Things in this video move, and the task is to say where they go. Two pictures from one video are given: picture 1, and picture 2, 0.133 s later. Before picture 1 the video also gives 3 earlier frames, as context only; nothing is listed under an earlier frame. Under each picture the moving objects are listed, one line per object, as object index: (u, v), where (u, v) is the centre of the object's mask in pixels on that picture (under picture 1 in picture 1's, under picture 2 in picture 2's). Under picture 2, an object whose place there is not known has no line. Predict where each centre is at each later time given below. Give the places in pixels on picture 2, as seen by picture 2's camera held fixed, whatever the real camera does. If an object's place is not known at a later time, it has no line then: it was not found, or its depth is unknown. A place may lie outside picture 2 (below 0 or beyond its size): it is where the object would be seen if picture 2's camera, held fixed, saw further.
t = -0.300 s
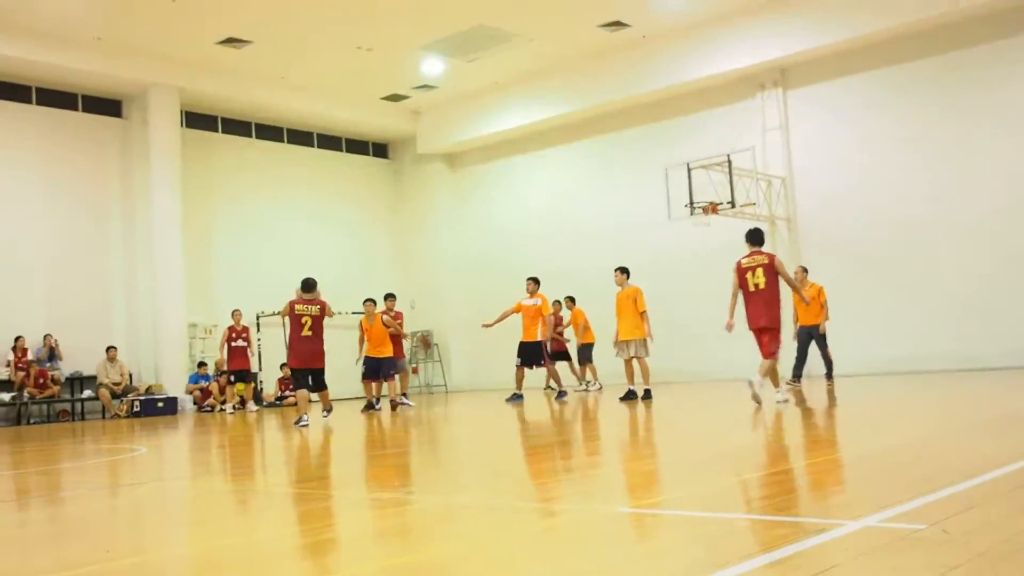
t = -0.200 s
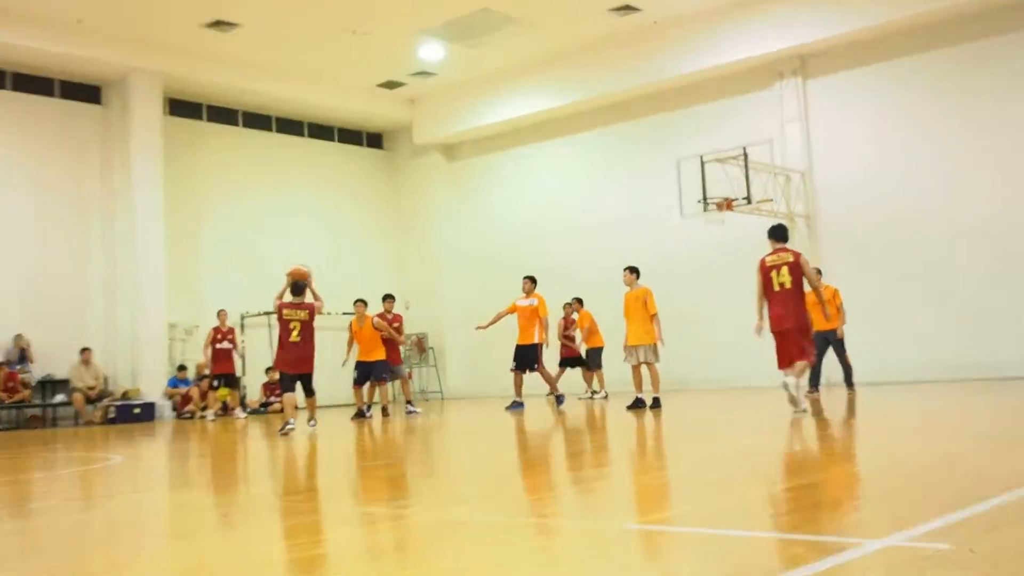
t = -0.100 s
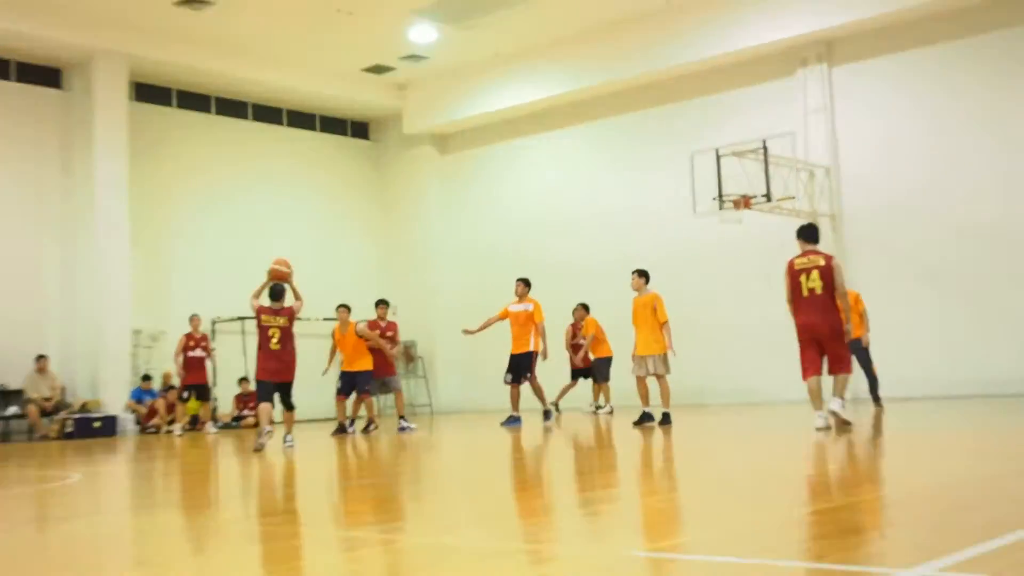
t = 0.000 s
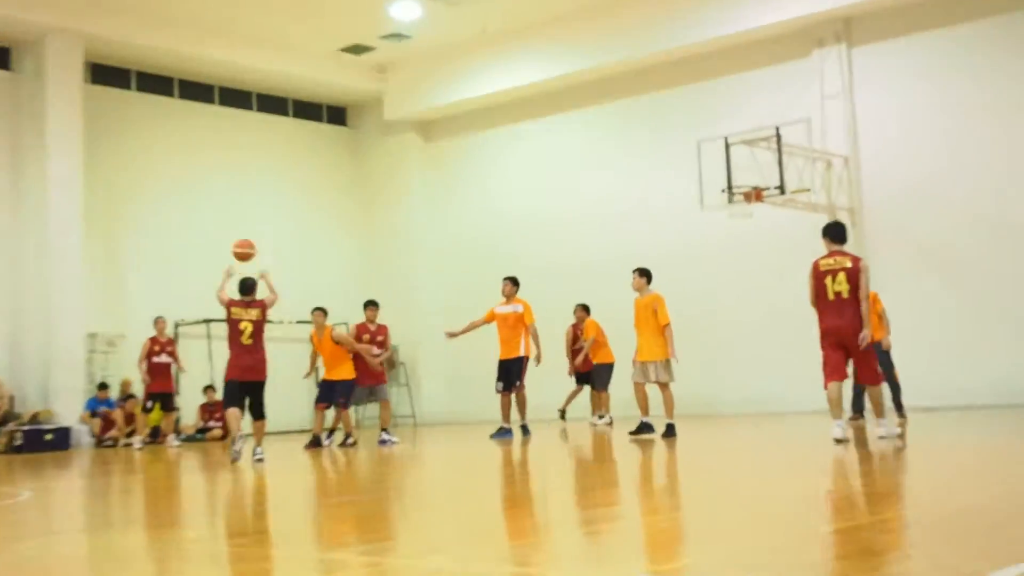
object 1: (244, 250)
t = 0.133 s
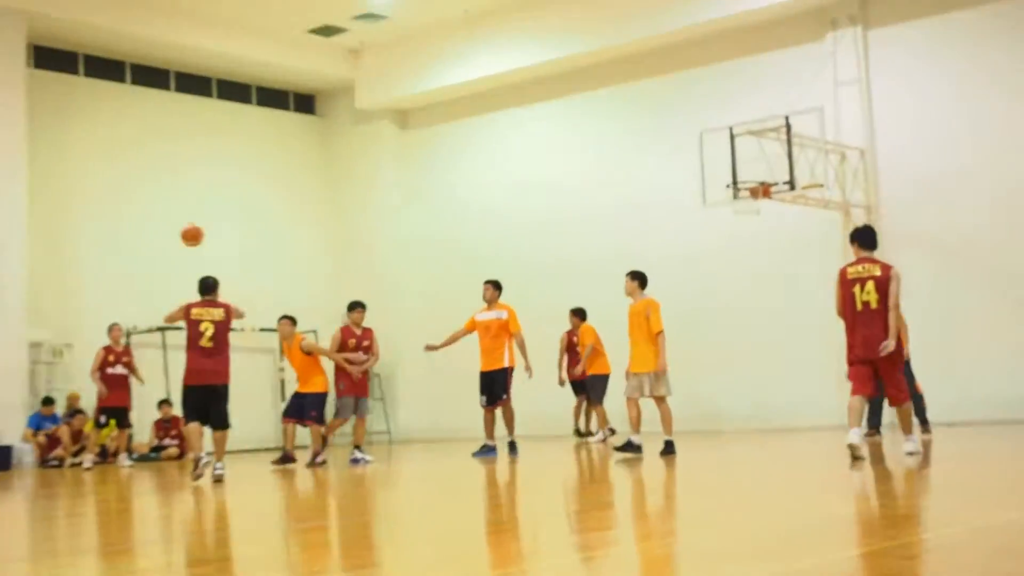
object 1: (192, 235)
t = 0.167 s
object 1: (186, 233)
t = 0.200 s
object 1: (181, 234)
